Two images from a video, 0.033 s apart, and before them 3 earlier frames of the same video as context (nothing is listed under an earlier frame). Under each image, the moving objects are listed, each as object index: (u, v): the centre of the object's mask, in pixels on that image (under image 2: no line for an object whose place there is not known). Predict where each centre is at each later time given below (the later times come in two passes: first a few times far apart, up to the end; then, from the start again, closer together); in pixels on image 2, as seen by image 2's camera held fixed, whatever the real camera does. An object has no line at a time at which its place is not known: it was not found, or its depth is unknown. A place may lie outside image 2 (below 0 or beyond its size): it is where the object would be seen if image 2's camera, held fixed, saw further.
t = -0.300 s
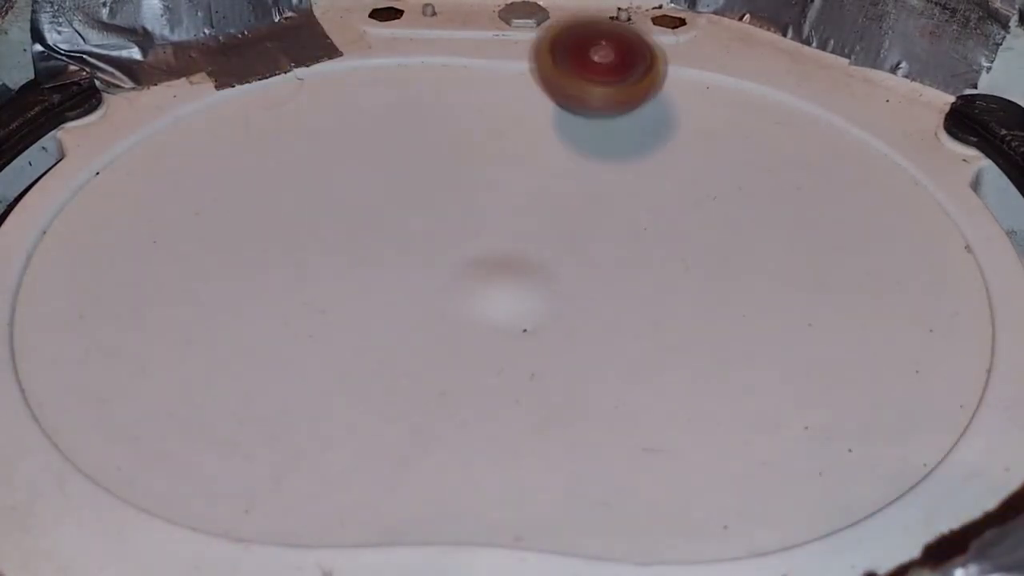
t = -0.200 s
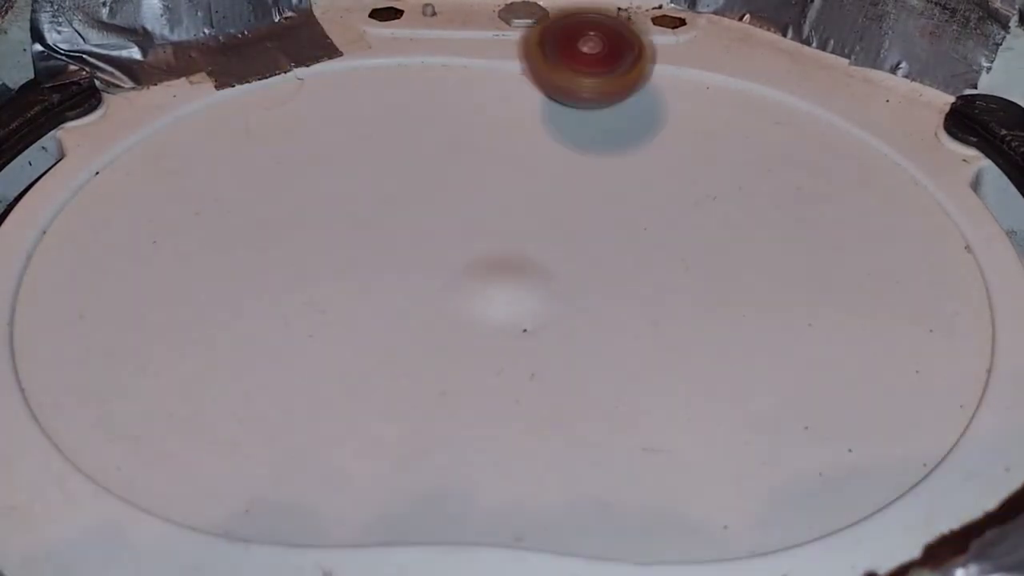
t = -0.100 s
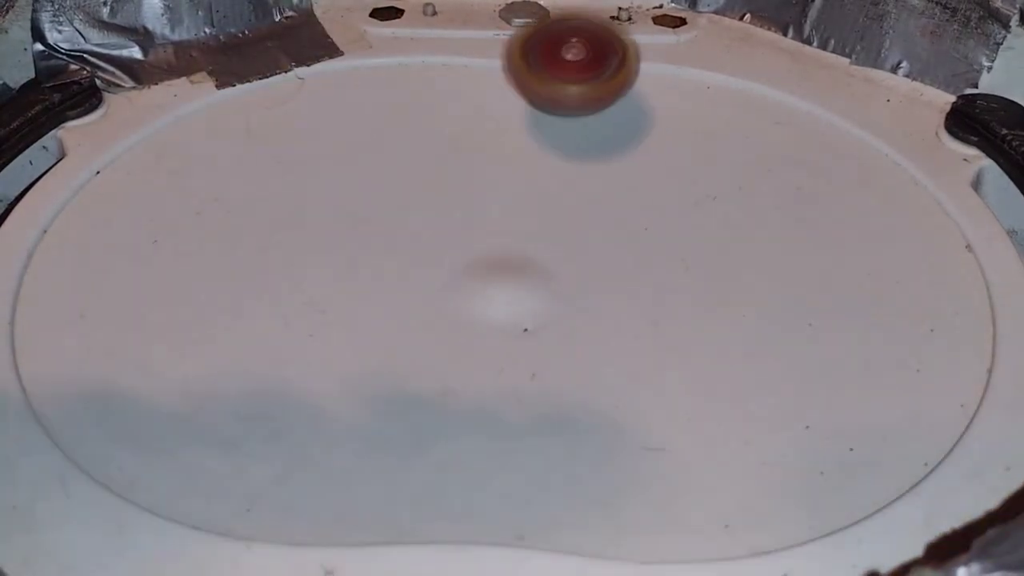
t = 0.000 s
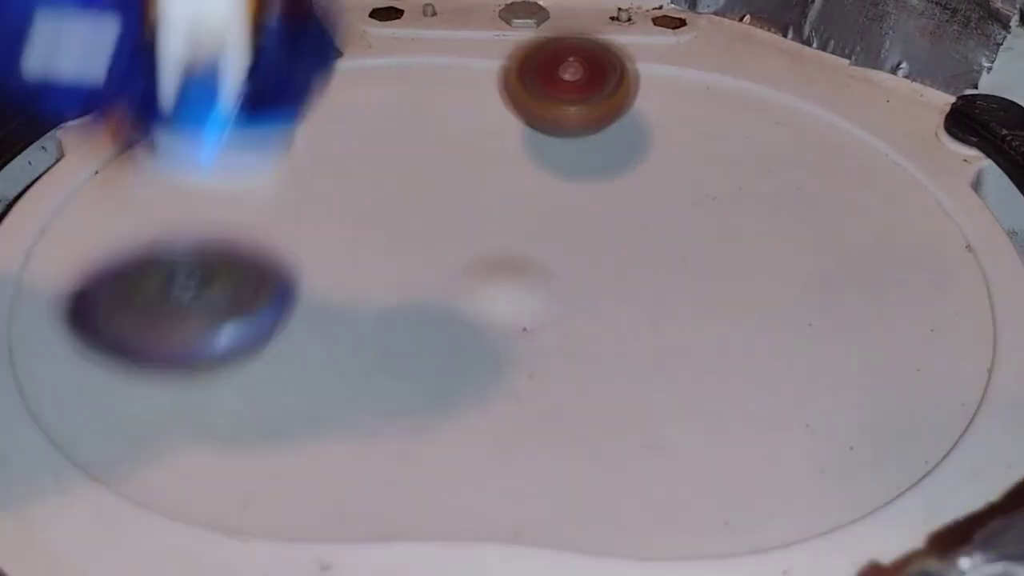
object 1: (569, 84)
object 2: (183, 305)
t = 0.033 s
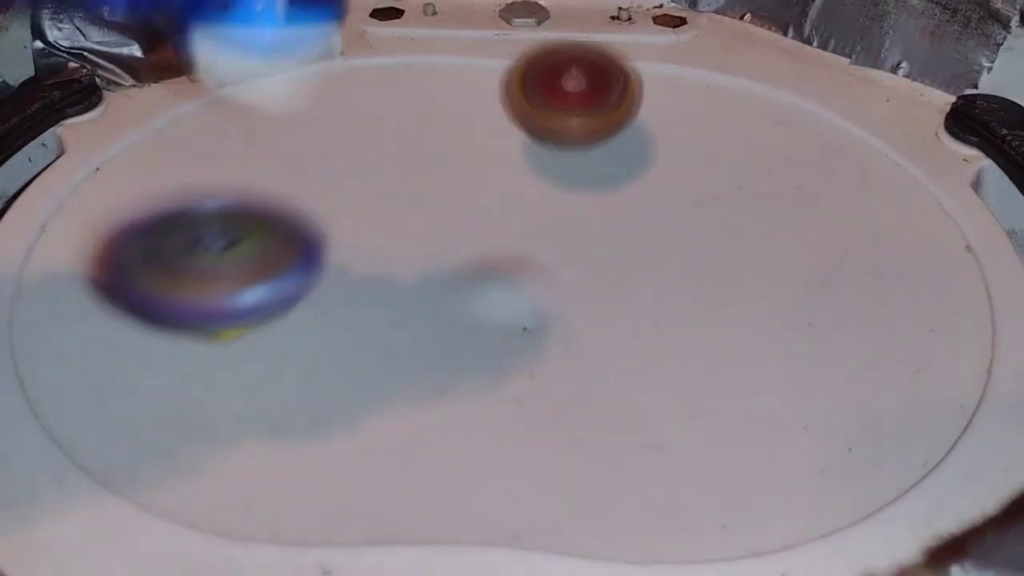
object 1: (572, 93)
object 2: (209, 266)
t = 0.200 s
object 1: (632, 130)
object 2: (407, 271)
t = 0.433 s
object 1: (766, 135)
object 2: (327, 141)
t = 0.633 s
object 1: (801, 131)
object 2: (75, 236)
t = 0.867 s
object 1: (794, 147)
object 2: (643, 362)
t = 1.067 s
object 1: (715, 56)
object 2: (736, 210)
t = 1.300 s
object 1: (213, 50)
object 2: (477, 204)
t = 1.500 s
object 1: (68, 351)
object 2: (351, 306)
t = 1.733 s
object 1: (752, 384)
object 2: (733, 254)
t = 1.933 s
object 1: (725, 136)
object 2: (580, 73)
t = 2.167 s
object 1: (277, 60)
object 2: (143, 123)
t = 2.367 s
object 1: (52, 245)
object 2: (215, 416)
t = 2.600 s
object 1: (596, 406)
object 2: (875, 289)
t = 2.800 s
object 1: (829, 169)
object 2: (749, 51)
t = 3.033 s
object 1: (495, 36)
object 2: (293, 64)
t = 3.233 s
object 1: (180, 139)
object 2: (145, 279)
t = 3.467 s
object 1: (446, 385)
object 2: (736, 396)
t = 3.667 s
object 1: (879, 267)
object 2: (891, 161)
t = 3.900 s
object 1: (732, 55)
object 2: (581, 36)
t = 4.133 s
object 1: (342, 104)
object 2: (202, 154)
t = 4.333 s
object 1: (269, 292)
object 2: (237, 425)
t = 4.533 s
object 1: (631, 347)
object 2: (805, 455)
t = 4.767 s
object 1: (758, 165)
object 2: (932, 203)
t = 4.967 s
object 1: (520, 70)
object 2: (707, 115)
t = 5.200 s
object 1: (198, 143)
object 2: (361, 201)
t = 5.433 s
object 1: (102, 352)
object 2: (426, 396)
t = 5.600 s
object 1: (454, 378)
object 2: (750, 417)
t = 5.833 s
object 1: (629, 179)
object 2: (855, 233)
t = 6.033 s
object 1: (451, 49)
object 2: (666, 132)
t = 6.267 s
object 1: (200, 91)
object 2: (348, 165)
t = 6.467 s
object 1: (167, 198)
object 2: (269, 310)
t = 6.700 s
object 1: (405, 250)
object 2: (564, 425)
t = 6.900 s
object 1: (566, 158)
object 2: (884, 359)
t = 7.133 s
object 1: (598, 115)
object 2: (770, 185)
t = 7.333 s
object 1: (465, 59)
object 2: (607, 188)
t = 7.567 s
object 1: (280, 115)
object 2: (489, 294)
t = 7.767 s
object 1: (342, 271)
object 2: (605, 345)
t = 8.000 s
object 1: (397, 294)
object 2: (872, 254)
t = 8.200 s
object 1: (373, 271)
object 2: (866, 137)
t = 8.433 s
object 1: (386, 232)
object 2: (662, 101)
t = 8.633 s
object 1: (324, 209)
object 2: (570, 139)
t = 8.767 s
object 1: (222, 213)
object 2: (608, 151)
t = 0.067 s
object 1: (578, 104)
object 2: (247, 260)
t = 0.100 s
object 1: (586, 113)
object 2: (291, 289)
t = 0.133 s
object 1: (600, 119)
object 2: (330, 287)
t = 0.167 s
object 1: (614, 125)
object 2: (371, 282)
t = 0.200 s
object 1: (632, 130)
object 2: (407, 271)
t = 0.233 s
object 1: (651, 135)
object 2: (432, 258)
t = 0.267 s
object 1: (674, 137)
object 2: (446, 238)
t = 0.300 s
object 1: (695, 139)
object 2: (444, 215)
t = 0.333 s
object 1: (717, 139)
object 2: (431, 190)
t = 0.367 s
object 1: (735, 138)
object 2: (406, 168)
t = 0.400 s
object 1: (752, 137)
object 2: (371, 152)
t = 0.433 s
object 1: (766, 135)
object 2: (327, 141)
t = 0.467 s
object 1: (777, 133)
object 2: (279, 135)
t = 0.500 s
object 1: (786, 133)
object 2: (226, 137)
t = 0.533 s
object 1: (793, 131)
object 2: (175, 146)
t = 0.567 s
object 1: (797, 131)
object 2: (126, 163)
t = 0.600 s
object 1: (800, 131)
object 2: (89, 195)
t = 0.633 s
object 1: (801, 131)
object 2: (75, 236)
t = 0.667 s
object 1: (802, 132)
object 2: (76, 284)
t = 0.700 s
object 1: (802, 133)
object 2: (99, 337)
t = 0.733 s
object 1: (801, 135)
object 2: (167, 386)
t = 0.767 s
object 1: (801, 137)
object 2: (281, 413)
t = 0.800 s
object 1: (799, 140)
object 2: (406, 410)
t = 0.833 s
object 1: (797, 143)
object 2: (530, 389)
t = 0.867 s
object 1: (794, 147)
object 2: (643, 362)
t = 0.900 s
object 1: (791, 152)
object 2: (726, 315)
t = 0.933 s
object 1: (787, 157)
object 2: (776, 263)
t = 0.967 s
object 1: (797, 118)
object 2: (782, 262)
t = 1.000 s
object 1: (799, 81)
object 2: (775, 253)
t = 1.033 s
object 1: (788, 56)
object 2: (760, 234)
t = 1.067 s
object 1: (715, 56)
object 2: (736, 210)
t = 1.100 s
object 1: (648, 60)
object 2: (704, 185)
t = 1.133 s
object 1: (583, 73)
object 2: (664, 161)
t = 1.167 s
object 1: (507, 63)
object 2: (634, 158)
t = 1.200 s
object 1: (425, 47)
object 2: (603, 177)
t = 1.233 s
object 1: (347, 43)
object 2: (561, 187)
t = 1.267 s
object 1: (275, 46)
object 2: (514, 197)
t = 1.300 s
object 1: (213, 50)
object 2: (477, 204)
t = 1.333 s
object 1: (149, 81)
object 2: (450, 207)
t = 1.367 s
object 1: (82, 122)
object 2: (426, 211)
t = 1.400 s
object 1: (57, 176)
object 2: (399, 224)
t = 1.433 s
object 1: (48, 229)
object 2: (372, 248)
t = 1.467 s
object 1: (50, 287)
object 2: (355, 275)
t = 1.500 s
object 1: (68, 351)
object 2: (351, 306)
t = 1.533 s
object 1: (117, 410)
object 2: (366, 333)
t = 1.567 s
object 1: (220, 444)
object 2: (406, 352)
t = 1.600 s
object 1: (309, 461)
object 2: (492, 348)
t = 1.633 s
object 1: (447, 440)
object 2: (581, 337)
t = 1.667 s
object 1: (570, 429)
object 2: (652, 319)
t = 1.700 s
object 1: (675, 413)
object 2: (704, 289)
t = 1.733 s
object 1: (752, 384)
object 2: (733, 254)
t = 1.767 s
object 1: (801, 344)
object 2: (742, 217)
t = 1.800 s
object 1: (823, 298)
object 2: (734, 181)
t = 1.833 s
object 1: (821, 253)
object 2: (714, 147)
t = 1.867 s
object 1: (801, 209)
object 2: (679, 116)
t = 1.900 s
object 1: (767, 171)
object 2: (634, 91)
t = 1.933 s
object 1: (725, 136)
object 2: (580, 73)
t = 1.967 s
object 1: (674, 109)
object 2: (520, 63)
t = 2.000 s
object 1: (618, 85)
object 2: (454, 60)
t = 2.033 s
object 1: (554, 70)
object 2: (387, 60)
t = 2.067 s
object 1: (489, 63)
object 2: (315, 62)
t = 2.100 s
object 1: (419, 59)
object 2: (250, 71)
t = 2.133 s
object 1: (351, 57)
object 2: (193, 94)
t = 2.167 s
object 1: (277, 60)
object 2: (143, 123)
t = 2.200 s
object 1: (212, 73)
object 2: (101, 160)
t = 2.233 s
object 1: (154, 92)
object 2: (80, 204)
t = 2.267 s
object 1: (96, 117)
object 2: (81, 258)
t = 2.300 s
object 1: (64, 149)
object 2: (94, 316)
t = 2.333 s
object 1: (53, 195)
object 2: (135, 372)
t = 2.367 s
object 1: (52, 245)
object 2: (215, 416)
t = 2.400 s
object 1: (62, 302)
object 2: (322, 436)
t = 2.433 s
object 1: (88, 357)
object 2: (440, 433)
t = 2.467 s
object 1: (151, 401)
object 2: (559, 423)
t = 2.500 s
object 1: (252, 427)
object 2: (675, 409)
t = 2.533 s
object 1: (370, 428)
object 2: (769, 379)
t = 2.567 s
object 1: (487, 416)
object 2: (837, 338)
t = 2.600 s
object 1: (596, 406)
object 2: (875, 289)
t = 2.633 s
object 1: (694, 384)
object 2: (891, 238)
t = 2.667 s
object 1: (764, 347)
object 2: (886, 191)
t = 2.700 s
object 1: (809, 304)
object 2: (866, 150)
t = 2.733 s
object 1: (832, 257)
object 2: (836, 111)
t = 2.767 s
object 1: (838, 212)
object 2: (798, 74)
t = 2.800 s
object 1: (829, 169)
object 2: (749, 51)
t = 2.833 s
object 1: (811, 130)
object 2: (692, 34)
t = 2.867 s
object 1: (782, 94)
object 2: (630, 33)
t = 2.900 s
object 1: (743, 64)
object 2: (559, 32)
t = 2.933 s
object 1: (697, 39)
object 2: (494, 38)
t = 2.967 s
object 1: (643, 30)
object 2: (426, 46)
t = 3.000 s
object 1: (563, 33)
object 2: (354, 54)
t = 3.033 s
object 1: (495, 36)
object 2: (293, 64)
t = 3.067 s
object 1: (428, 40)
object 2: (240, 84)
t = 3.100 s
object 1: (367, 42)
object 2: (196, 109)
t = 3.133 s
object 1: (304, 56)
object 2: (162, 144)
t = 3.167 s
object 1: (254, 74)
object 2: (141, 183)
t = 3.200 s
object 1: (211, 101)
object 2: (134, 230)
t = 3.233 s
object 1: (180, 139)
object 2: (145, 279)
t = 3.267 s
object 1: (164, 178)
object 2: (175, 330)
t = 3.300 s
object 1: (162, 224)
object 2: (236, 375)
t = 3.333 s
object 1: (179, 270)
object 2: (319, 404)
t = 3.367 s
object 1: (218, 316)
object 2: (422, 413)
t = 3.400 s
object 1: (276, 354)
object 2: (527, 414)
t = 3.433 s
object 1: (356, 379)
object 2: (636, 412)
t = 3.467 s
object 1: (446, 385)
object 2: (736, 396)
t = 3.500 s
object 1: (541, 387)
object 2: (815, 366)
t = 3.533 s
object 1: (641, 387)
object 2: (868, 328)
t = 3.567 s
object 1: (730, 373)
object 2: (900, 285)
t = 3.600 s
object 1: (795, 345)
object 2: (909, 240)
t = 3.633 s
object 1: (847, 308)
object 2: (909, 198)
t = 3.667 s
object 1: (879, 267)
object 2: (891, 161)
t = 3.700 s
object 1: (892, 226)
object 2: (863, 125)
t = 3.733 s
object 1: (892, 187)
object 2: (829, 95)
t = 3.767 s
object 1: (877, 150)
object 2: (787, 69)
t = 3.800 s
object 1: (850, 118)
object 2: (742, 53)
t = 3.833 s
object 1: (814, 91)
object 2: (691, 39)
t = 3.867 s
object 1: (776, 69)
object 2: (638, 35)
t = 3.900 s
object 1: (732, 55)
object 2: (581, 36)
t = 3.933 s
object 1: (680, 45)
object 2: (519, 41)
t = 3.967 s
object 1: (624, 42)
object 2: (454, 54)
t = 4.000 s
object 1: (566, 47)
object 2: (392, 66)
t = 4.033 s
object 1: (508, 55)
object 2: (333, 78)
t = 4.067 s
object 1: (446, 70)
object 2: (279, 94)
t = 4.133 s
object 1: (342, 104)
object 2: (202, 154)
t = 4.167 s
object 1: (302, 128)
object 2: (174, 188)
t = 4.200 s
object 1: (278, 153)
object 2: (147, 234)
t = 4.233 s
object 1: (259, 184)
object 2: (137, 284)
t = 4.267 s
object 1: (250, 220)
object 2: (145, 335)
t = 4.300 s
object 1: (253, 256)
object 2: (180, 386)
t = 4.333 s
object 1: (269, 292)
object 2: (237, 425)
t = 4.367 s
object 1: (305, 321)
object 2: (317, 460)
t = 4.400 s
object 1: (351, 329)
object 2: (412, 448)
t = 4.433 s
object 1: (414, 345)
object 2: (516, 457)
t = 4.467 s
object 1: (490, 349)
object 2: (616, 466)
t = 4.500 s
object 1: (563, 351)
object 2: (717, 467)
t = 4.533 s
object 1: (631, 347)
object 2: (805, 455)
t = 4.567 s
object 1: (687, 332)
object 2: (871, 421)
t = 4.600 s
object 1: (727, 309)
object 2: (918, 383)
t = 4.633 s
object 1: (753, 281)
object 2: (941, 346)
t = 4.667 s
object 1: (769, 250)
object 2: (950, 308)
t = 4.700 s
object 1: (774, 220)
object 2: (953, 271)
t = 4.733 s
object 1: (771, 191)
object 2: (947, 234)
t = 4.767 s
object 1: (758, 165)
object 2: (932, 203)
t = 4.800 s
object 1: (740, 141)
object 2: (900, 176)
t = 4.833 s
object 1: (706, 118)
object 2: (867, 154)
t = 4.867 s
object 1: (664, 97)
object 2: (838, 139)
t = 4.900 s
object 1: (620, 83)
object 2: (801, 127)
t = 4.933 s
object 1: (571, 73)
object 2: (755, 119)
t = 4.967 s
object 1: (520, 70)
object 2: (707, 115)
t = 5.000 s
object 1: (465, 70)
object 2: (658, 115)
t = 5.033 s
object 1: (412, 71)
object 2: (608, 120)
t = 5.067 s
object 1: (364, 74)
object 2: (554, 130)
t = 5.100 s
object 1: (317, 84)
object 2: (503, 143)
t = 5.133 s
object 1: (271, 98)
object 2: (453, 161)
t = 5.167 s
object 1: (230, 119)
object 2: (403, 179)
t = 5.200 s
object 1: (198, 143)
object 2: (361, 201)
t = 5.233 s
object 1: (172, 171)
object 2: (328, 226)
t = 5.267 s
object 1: (135, 194)
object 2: (317, 261)
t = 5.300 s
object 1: (105, 218)
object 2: (314, 294)
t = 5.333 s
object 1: (86, 247)
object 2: (323, 326)
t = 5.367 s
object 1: (80, 280)
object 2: (342, 356)
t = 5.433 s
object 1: (102, 352)
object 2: (426, 396)
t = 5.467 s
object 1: (150, 384)
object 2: (484, 407)
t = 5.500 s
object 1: (219, 403)
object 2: (548, 416)
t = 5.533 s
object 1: (299, 408)
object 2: (620, 424)
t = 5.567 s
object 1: (383, 397)
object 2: (688, 427)
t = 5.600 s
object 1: (454, 378)
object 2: (750, 417)
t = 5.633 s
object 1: (520, 360)
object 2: (796, 398)
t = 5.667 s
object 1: (577, 340)
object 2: (826, 370)
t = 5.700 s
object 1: (620, 313)
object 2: (839, 339)
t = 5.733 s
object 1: (646, 281)
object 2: (841, 309)
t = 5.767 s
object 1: (646, 243)
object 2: (859, 284)
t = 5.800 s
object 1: (639, 210)
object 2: (863, 256)
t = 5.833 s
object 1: (629, 179)
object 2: (855, 233)
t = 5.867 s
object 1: (612, 150)
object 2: (838, 209)
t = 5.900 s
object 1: (589, 124)
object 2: (814, 187)
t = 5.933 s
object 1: (560, 100)
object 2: (784, 168)
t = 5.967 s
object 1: (527, 81)
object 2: (747, 153)
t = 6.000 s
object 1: (489, 64)
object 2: (708, 140)
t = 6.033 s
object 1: (451, 49)
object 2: (666, 132)
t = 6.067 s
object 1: (409, 37)
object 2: (621, 127)
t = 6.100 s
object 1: (370, 32)
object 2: (575, 126)
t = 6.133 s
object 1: (326, 31)
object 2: (529, 130)
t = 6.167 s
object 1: (276, 45)
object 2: (481, 136)
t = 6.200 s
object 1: (242, 61)
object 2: (433, 144)
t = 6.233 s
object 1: (217, 76)
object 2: (388, 153)
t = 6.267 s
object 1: (200, 91)
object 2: (348, 165)
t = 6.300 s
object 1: (185, 111)
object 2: (315, 181)
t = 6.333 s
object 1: (168, 126)
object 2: (295, 207)
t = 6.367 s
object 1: (158, 142)
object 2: (276, 234)
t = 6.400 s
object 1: (153, 159)
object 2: (265, 260)
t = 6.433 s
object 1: (157, 178)
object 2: (264, 286)
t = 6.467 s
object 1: (167, 198)
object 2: (269, 310)
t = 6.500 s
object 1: (184, 219)
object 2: (285, 331)
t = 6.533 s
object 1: (209, 239)
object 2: (308, 346)
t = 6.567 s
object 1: (244, 256)
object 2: (339, 359)
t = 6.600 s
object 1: (286, 262)
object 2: (383, 383)
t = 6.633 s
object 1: (324, 259)
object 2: (436, 403)
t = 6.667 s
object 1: (364, 256)
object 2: (498, 416)
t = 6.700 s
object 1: (405, 250)
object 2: (564, 425)
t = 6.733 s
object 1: (443, 241)
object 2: (635, 434)
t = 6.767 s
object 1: (473, 219)
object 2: (703, 436)
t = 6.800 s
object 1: (501, 201)
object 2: (764, 429)
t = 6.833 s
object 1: (531, 184)
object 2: (818, 411)
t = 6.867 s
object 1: (551, 170)
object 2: (859, 386)
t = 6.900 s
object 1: (566, 158)
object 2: (884, 359)
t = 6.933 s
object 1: (576, 148)
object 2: (896, 329)
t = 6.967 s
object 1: (583, 139)
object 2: (893, 298)
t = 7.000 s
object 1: (587, 131)
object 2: (883, 269)
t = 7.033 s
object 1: (591, 125)
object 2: (864, 241)
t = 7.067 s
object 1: (594, 120)
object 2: (836, 223)
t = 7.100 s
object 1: (595, 117)
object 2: (804, 202)
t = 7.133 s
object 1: (598, 115)
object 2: (770, 185)
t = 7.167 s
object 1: (599, 113)
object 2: (734, 174)
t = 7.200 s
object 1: (586, 103)
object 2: (712, 170)
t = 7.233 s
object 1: (559, 86)
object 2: (696, 174)
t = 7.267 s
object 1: (530, 75)
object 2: (670, 177)
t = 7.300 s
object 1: (499, 66)
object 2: (640, 182)
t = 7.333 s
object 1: (465, 59)
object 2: (607, 188)
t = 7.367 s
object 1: (431, 54)
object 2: (576, 198)
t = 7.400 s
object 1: (398, 53)
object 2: (548, 208)
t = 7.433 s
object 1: (369, 56)
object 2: (532, 217)
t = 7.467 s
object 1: (341, 64)
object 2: (525, 235)
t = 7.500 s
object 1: (317, 77)
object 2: (510, 262)
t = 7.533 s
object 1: (296, 93)
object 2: (493, 279)
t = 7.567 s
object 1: (280, 115)
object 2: (489, 294)
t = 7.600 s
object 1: (271, 137)
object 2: (496, 309)
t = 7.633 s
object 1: (270, 163)
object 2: (509, 321)
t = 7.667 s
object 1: (276, 190)
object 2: (526, 330)
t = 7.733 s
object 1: (313, 245)
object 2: (579, 345)
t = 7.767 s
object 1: (342, 271)
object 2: (605, 345)
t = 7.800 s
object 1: (380, 293)
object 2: (627, 340)
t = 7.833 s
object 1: (425, 310)
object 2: (640, 327)
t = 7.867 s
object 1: (445, 314)
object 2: (686, 318)
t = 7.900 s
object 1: (420, 307)
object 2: (764, 308)
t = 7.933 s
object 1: (408, 300)
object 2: (817, 296)
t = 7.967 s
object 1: (402, 296)
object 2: (851, 276)
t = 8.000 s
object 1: (397, 294)
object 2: (872, 254)
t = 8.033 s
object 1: (391, 292)
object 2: (887, 234)
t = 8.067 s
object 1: (386, 289)
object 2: (893, 214)
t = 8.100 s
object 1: (382, 285)
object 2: (898, 193)
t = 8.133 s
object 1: (378, 281)
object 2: (892, 172)
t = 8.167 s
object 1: (375, 276)
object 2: (883, 154)
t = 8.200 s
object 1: (373, 271)
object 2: (866, 137)
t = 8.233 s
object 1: (372, 266)
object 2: (846, 122)
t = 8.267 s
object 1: (372, 261)
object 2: (819, 112)
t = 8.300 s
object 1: (374, 255)
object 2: (792, 104)
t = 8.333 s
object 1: (375, 250)
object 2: (761, 98)
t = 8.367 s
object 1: (377, 244)
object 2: (728, 96)
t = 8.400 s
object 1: (381, 238)
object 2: (694, 98)
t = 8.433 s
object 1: (386, 232)
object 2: (662, 101)
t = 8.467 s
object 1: (393, 226)
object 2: (628, 107)
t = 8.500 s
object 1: (399, 220)
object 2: (597, 115)
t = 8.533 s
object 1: (406, 213)
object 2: (566, 124)
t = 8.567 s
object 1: (412, 207)
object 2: (538, 135)
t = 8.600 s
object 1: (373, 205)
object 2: (547, 138)
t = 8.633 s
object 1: (324, 209)
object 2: (570, 139)
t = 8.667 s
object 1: (292, 209)
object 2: (583, 143)
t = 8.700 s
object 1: (265, 209)
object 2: (591, 144)
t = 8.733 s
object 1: (241, 211)
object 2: (599, 147)
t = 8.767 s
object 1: (222, 213)
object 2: (608, 151)
